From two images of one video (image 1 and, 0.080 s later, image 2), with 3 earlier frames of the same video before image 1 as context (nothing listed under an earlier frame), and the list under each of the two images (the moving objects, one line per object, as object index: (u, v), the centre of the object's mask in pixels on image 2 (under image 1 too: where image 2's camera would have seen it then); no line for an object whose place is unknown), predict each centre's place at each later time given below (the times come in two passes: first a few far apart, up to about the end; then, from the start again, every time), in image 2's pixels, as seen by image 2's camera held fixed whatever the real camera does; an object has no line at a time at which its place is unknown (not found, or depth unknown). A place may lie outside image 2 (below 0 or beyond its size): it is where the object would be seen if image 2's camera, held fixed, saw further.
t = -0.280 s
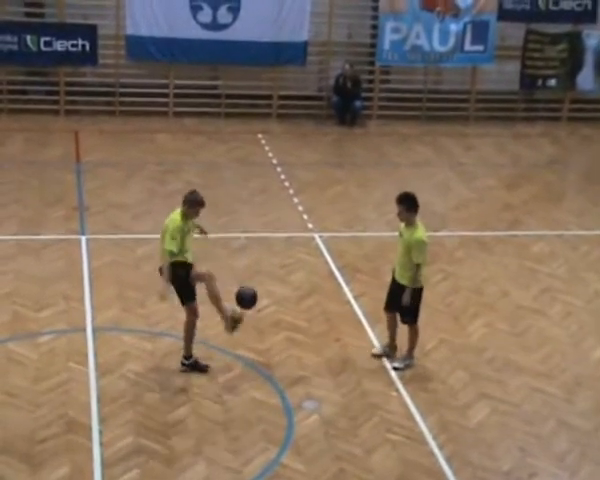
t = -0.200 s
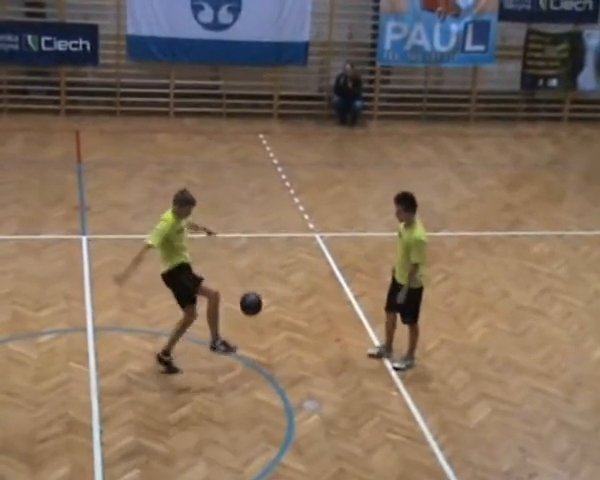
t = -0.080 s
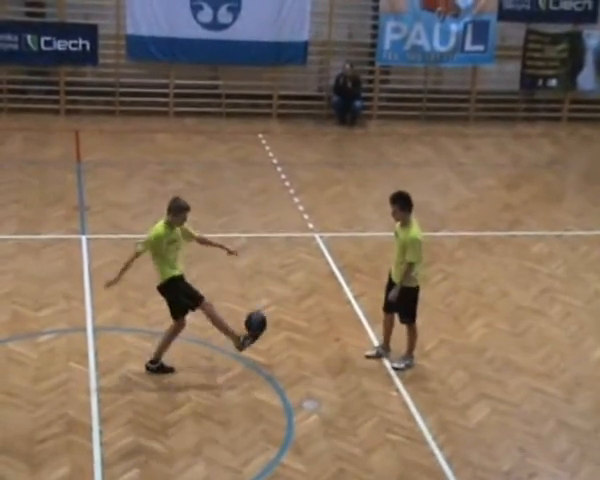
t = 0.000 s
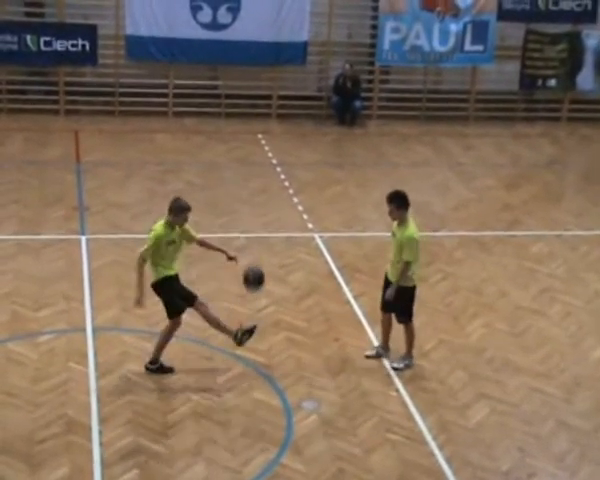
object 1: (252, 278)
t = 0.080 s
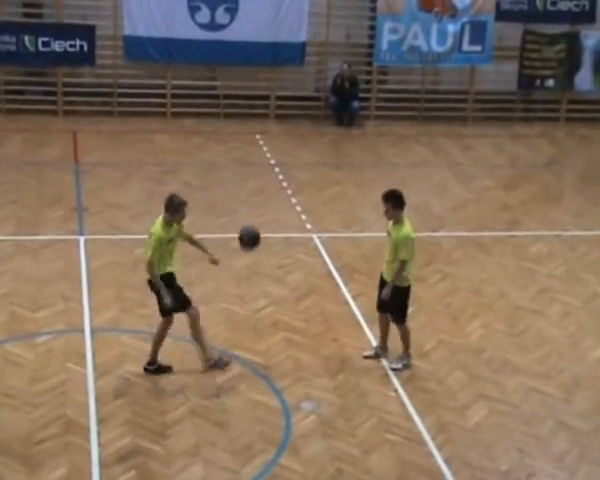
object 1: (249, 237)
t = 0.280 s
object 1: (240, 164)
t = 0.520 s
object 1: (227, 134)
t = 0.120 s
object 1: (247, 219)
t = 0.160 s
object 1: (246, 202)
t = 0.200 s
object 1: (244, 188)
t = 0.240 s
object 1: (242, 175)
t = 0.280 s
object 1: (240, 164)
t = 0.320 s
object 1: (238, 155)
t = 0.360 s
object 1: (236, 148)
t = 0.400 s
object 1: (234, 142)
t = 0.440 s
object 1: (231, 137)
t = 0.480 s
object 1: (229, 135)
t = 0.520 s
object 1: (227, 134)
